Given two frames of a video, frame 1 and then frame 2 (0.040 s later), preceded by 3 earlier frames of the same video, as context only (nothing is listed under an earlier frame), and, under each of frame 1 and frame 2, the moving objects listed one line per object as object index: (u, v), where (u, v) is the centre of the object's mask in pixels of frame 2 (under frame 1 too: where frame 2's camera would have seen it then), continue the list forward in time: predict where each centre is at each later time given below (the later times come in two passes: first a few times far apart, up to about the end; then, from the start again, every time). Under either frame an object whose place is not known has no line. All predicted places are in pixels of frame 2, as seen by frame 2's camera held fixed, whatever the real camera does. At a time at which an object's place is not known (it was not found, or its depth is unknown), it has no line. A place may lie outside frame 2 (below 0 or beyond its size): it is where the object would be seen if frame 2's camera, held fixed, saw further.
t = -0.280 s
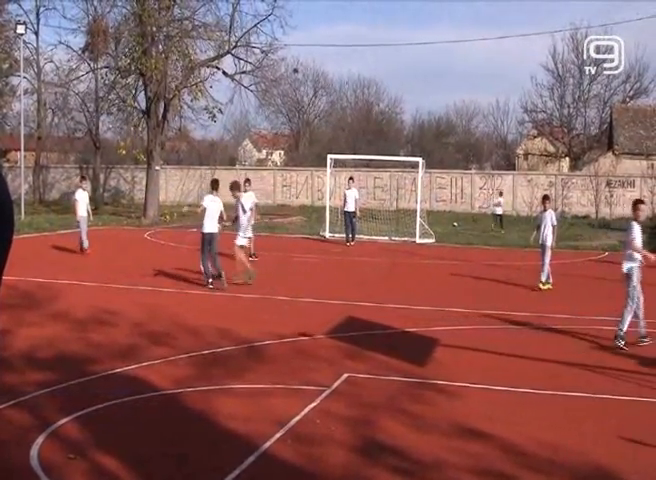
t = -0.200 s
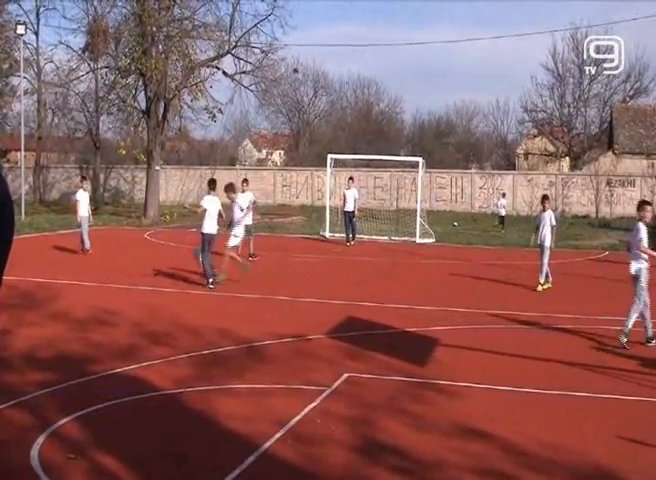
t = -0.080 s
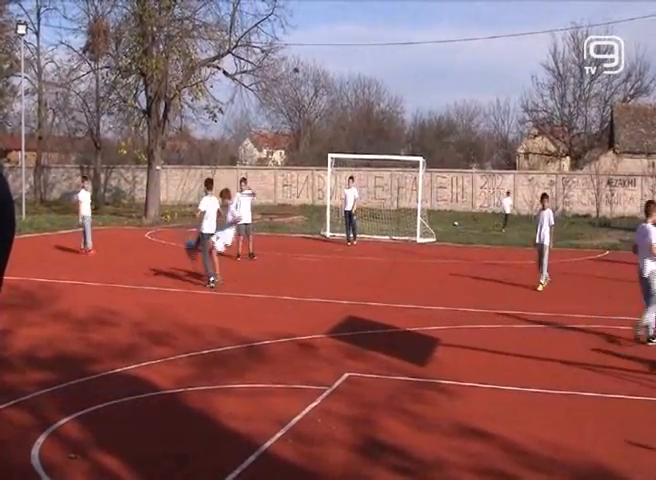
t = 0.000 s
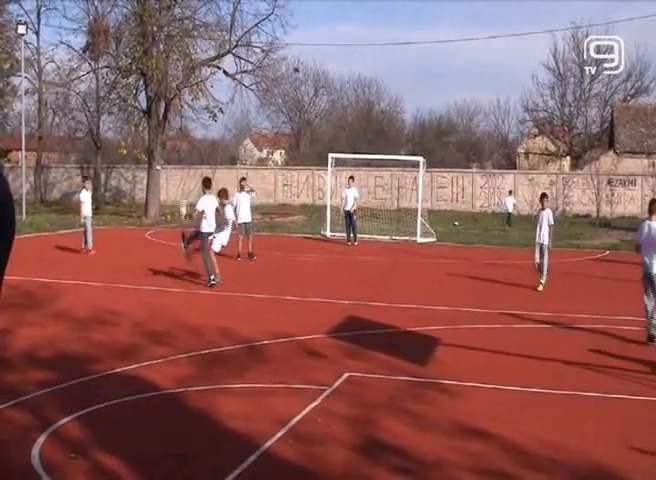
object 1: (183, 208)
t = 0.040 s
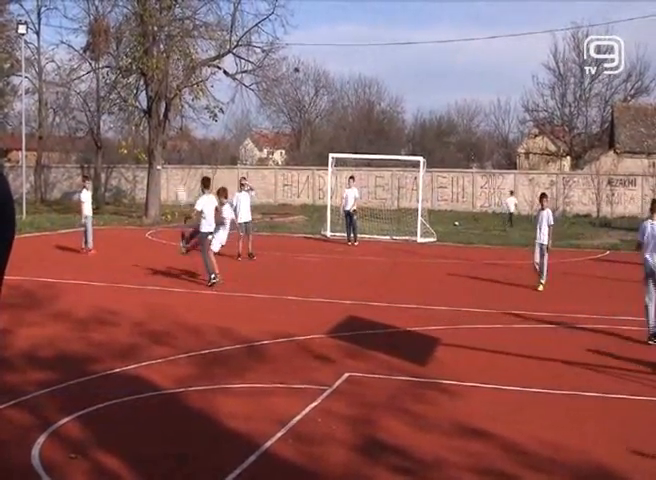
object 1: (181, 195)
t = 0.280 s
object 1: (162, 126)
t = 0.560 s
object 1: (141, 99)
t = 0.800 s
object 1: (124, 112)
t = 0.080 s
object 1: (178, 180)
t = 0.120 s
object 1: (175, 167)
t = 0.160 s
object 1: (172, 154)
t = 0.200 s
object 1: (168, 144)
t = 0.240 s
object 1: (165, 135)
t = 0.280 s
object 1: (162, 126)
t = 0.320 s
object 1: (158, 119)
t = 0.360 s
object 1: (155, 113)
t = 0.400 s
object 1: (152, 107)
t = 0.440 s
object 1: (148, 103)
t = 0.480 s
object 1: (145, 101)
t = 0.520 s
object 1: (144, 99)
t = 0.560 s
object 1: (141, 99)
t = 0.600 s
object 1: (138, 97)
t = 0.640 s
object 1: (135, 99)
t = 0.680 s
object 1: (132, 101)
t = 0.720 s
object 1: (129, 104)
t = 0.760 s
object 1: (127, 108)
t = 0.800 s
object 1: (124, 112)
